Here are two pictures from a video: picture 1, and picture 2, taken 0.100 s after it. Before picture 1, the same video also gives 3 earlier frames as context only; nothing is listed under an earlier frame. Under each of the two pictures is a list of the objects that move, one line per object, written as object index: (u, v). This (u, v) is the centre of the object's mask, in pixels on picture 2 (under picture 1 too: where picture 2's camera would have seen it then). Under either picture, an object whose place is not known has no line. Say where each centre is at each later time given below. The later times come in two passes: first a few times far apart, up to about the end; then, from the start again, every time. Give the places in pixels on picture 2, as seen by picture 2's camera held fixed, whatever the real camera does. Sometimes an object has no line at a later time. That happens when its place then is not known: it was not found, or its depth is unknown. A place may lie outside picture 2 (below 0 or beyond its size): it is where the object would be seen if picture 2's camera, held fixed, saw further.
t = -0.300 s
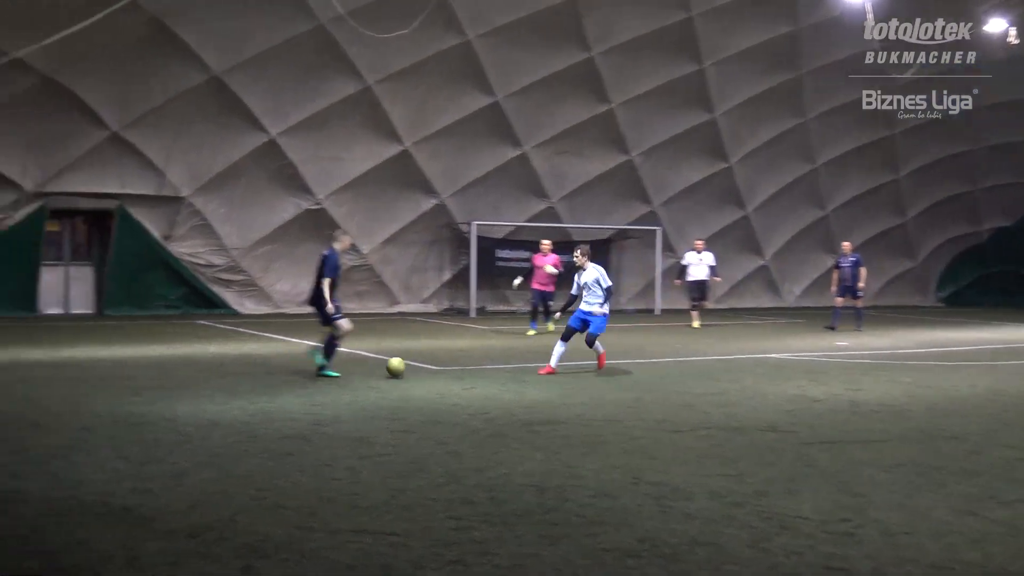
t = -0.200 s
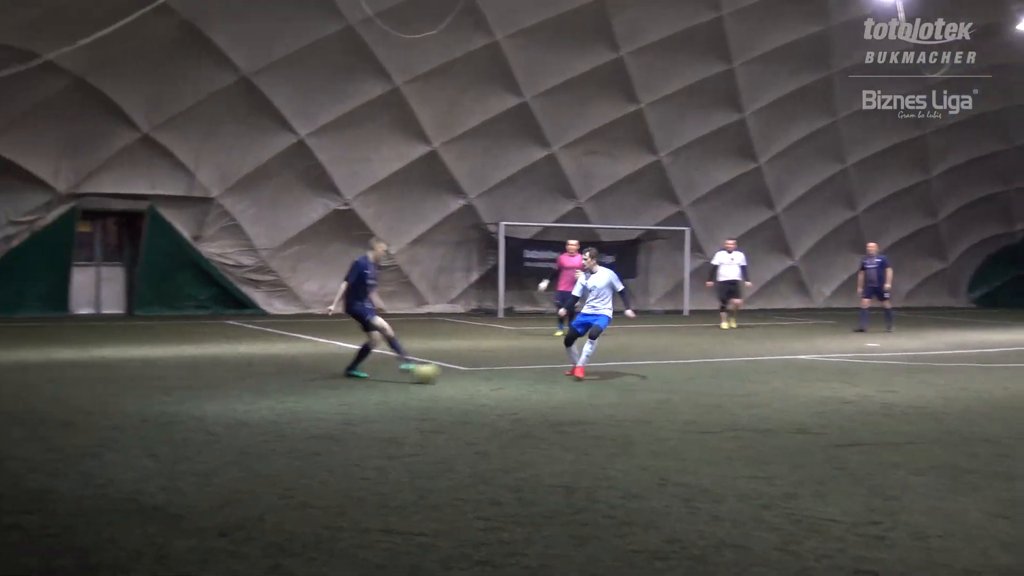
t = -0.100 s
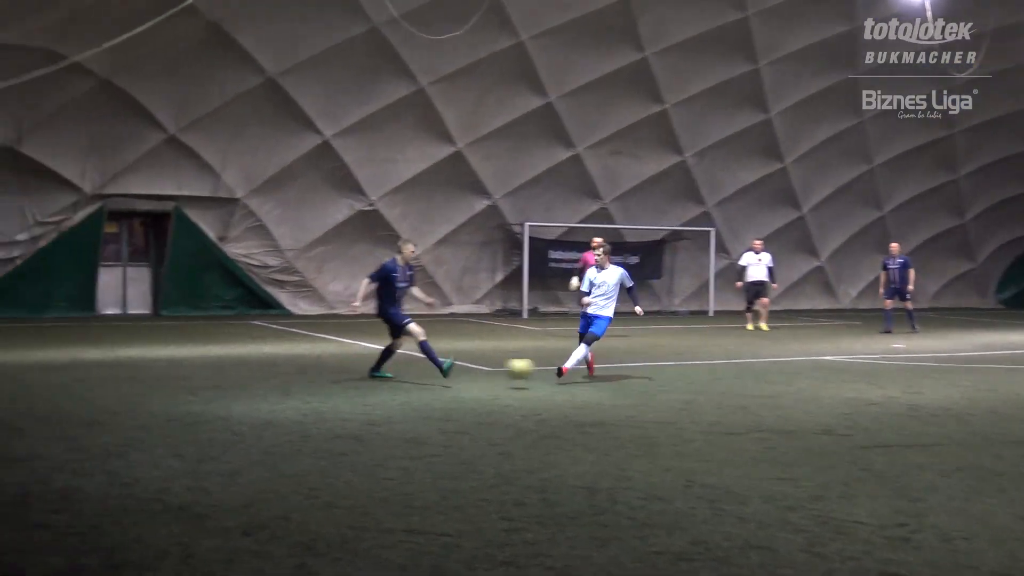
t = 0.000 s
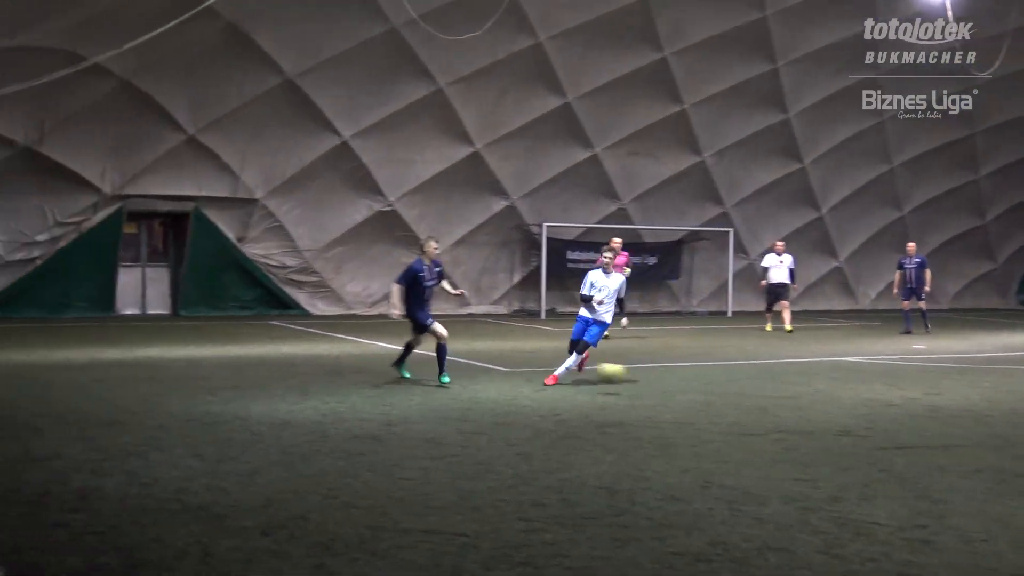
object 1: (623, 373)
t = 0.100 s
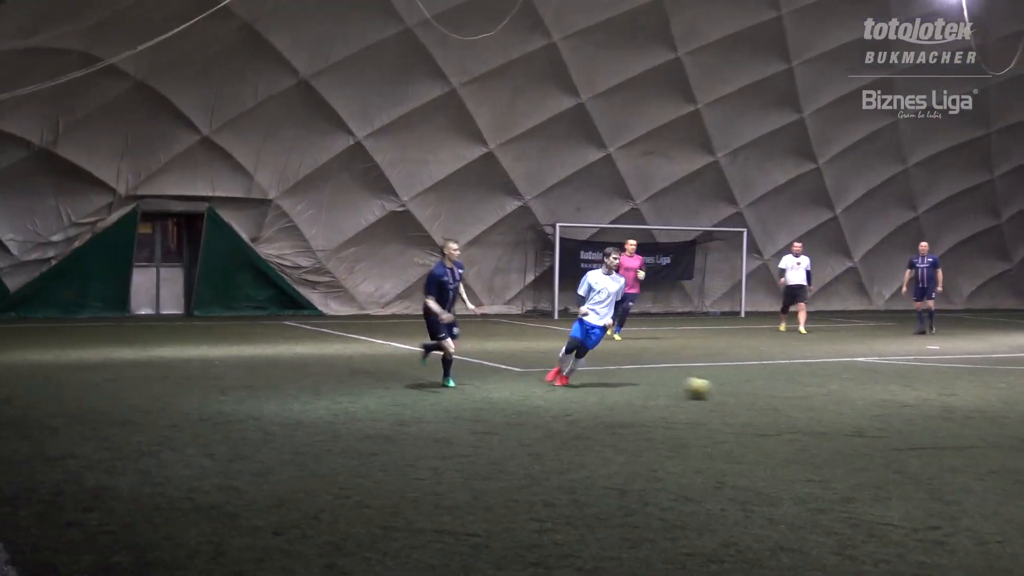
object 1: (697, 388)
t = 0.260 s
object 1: (797, 381)
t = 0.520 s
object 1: (971, 400)
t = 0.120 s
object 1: (711, 388)
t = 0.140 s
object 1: (724, 386)
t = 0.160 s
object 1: (736, 383)
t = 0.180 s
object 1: (748, 382)
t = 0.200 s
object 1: (760, 381)
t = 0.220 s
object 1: (773, 380)
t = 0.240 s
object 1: (785, 380)
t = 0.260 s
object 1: (797, 381)
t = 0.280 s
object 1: (810, 381)
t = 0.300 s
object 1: (822, 382)
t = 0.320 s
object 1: (835, 384)
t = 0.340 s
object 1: (849, 386)
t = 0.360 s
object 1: (861, 388)
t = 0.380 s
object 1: (875, 391)
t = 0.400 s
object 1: (887, 394)
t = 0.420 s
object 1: (901, 398)
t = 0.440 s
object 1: (915, 402)
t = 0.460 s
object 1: (928, 402)
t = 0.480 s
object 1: (943, 401)
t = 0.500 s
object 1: (958, 400)
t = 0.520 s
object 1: (971, 400)
